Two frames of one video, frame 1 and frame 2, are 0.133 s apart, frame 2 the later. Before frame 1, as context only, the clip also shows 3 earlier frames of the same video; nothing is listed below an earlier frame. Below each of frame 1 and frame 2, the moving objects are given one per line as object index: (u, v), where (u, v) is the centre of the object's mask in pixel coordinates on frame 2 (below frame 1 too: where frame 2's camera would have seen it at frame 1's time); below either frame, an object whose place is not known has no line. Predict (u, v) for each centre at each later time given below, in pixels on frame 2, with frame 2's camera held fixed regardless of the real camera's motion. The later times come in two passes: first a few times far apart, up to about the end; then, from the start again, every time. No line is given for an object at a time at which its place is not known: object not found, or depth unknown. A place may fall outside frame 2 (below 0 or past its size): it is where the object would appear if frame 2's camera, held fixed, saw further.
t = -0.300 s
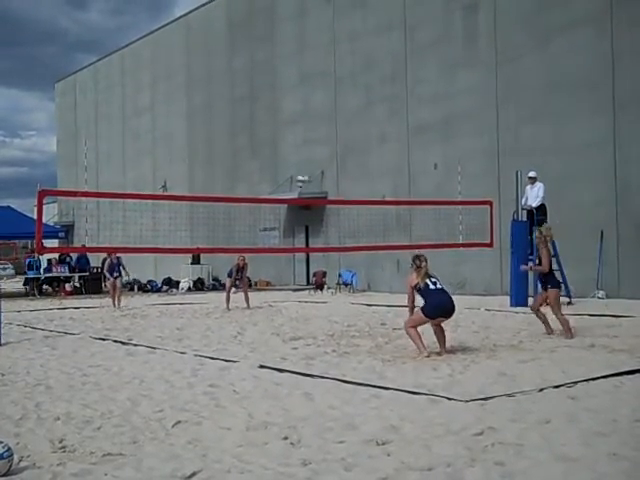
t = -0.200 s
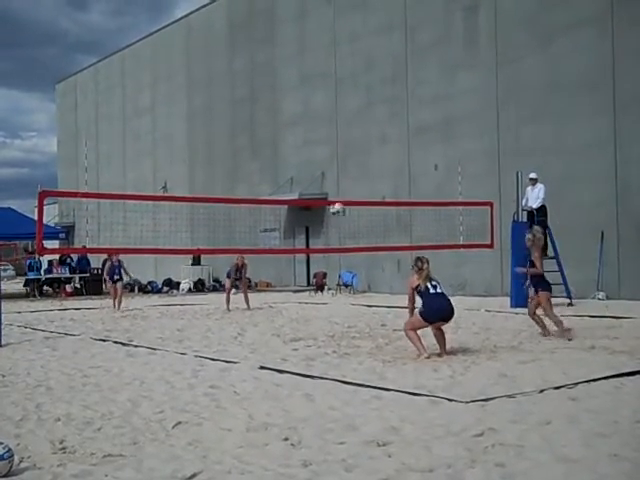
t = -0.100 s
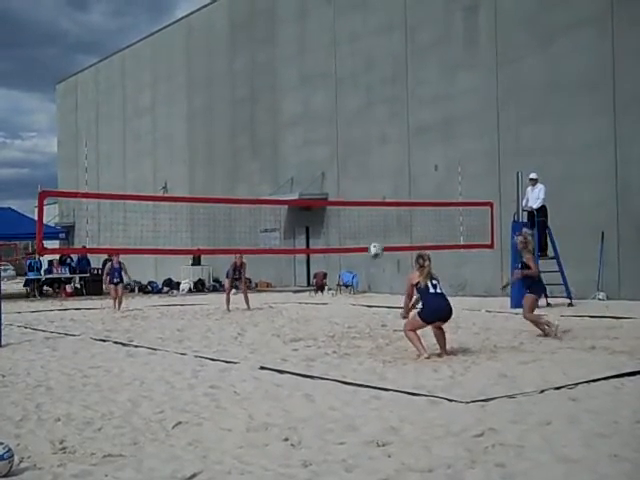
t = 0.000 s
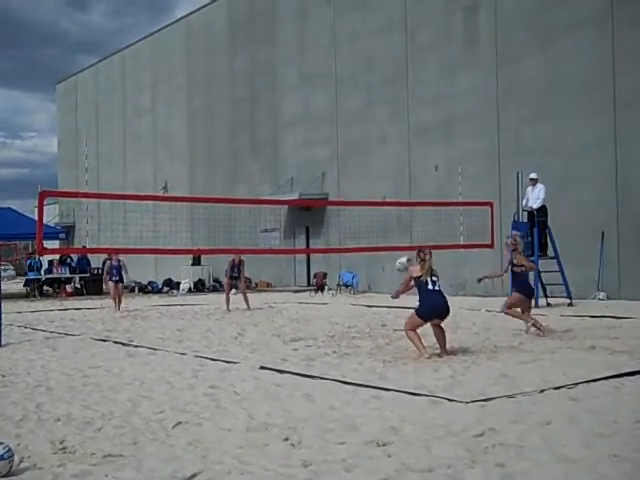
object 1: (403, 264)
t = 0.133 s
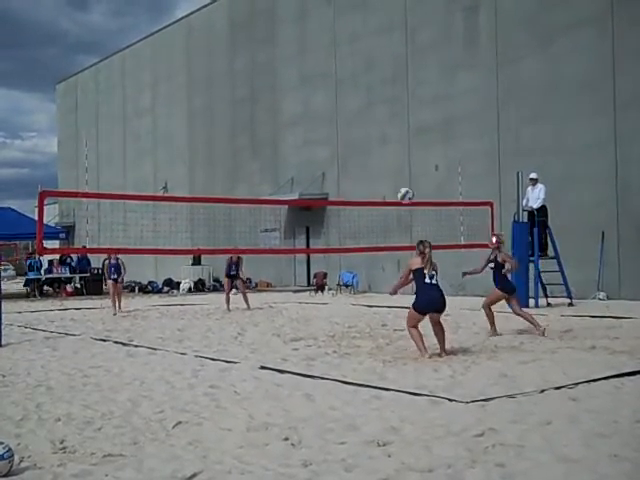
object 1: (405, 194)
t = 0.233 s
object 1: (407, 152)
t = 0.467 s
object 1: (411, 85)
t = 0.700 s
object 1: (417, 58)
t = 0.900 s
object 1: (423, 63)
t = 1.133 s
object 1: (430, 103)
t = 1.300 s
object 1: (433, 155)
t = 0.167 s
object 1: (405, 179)
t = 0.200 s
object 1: (407, 165)
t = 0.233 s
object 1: (407, 152)
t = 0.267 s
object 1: (407, 141)
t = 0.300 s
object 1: (409, 129)
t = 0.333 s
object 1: (409, 118)
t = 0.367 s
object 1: (410, 110)
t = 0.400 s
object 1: (410, 100)
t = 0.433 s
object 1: (411, 93)
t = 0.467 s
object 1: (411, 85)
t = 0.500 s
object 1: (411, 79)
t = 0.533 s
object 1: (413, 73)
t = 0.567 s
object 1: (414, 68)
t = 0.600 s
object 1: (415, 64)
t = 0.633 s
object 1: (416, 62)
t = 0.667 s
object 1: (416, 60)
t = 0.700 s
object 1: (417, 58)
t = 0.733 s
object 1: (418, 57)
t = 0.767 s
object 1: (418, 58)
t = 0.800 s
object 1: (420, 58)
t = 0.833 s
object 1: (421, 59)
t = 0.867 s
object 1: (422, 61)
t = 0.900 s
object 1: (423, 63)
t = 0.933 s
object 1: (424, 67)
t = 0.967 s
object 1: (425, 71)
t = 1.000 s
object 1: (426, 76)
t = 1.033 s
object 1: (426, 82)
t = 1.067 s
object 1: (428, 89)
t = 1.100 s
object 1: (430, 95)
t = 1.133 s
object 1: (430, 103)
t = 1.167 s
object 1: (431, 112)
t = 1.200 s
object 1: (431, 121)
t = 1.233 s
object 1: (432, 132)
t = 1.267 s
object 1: (434, 142)
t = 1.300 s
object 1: (433, 155)
